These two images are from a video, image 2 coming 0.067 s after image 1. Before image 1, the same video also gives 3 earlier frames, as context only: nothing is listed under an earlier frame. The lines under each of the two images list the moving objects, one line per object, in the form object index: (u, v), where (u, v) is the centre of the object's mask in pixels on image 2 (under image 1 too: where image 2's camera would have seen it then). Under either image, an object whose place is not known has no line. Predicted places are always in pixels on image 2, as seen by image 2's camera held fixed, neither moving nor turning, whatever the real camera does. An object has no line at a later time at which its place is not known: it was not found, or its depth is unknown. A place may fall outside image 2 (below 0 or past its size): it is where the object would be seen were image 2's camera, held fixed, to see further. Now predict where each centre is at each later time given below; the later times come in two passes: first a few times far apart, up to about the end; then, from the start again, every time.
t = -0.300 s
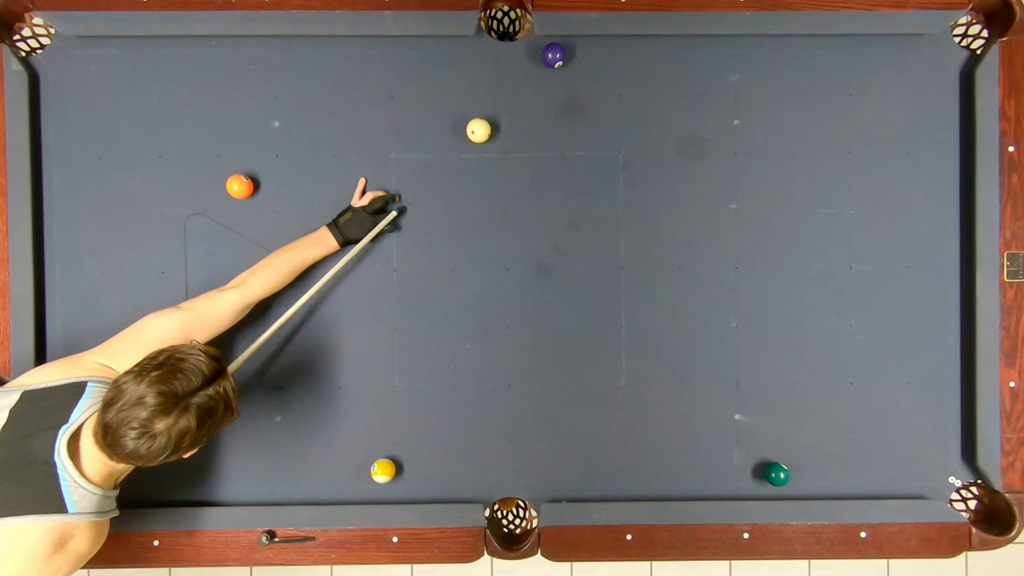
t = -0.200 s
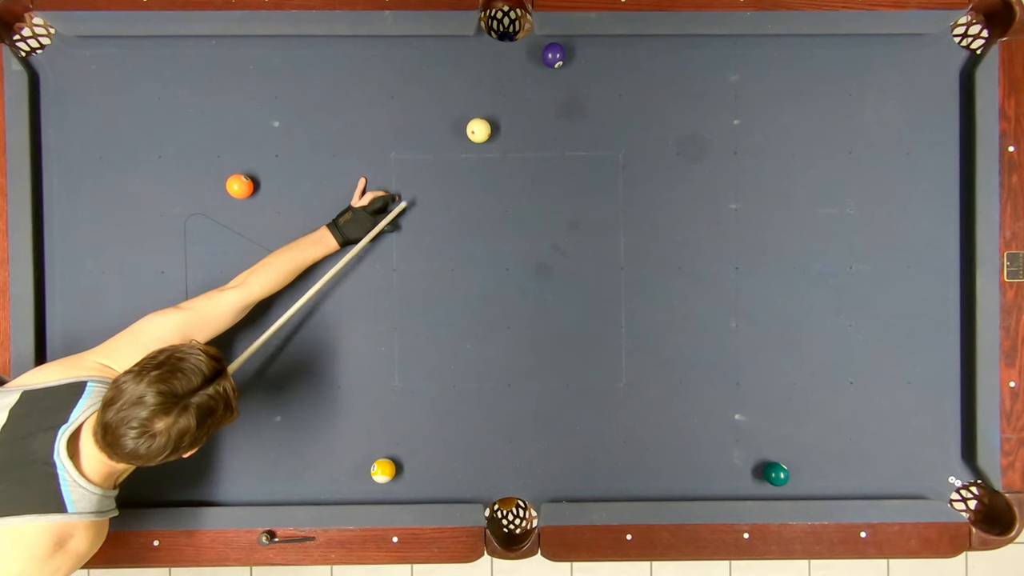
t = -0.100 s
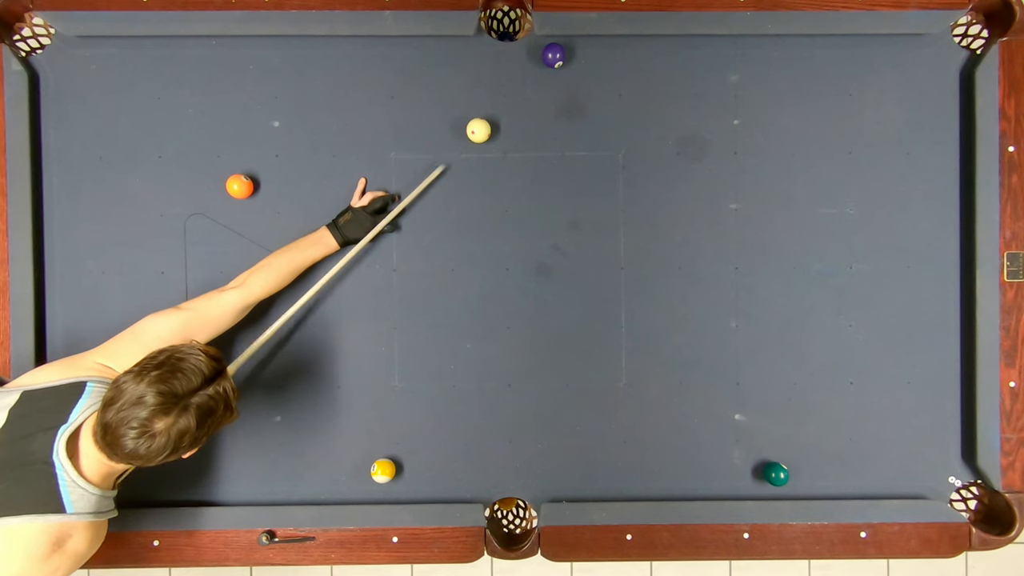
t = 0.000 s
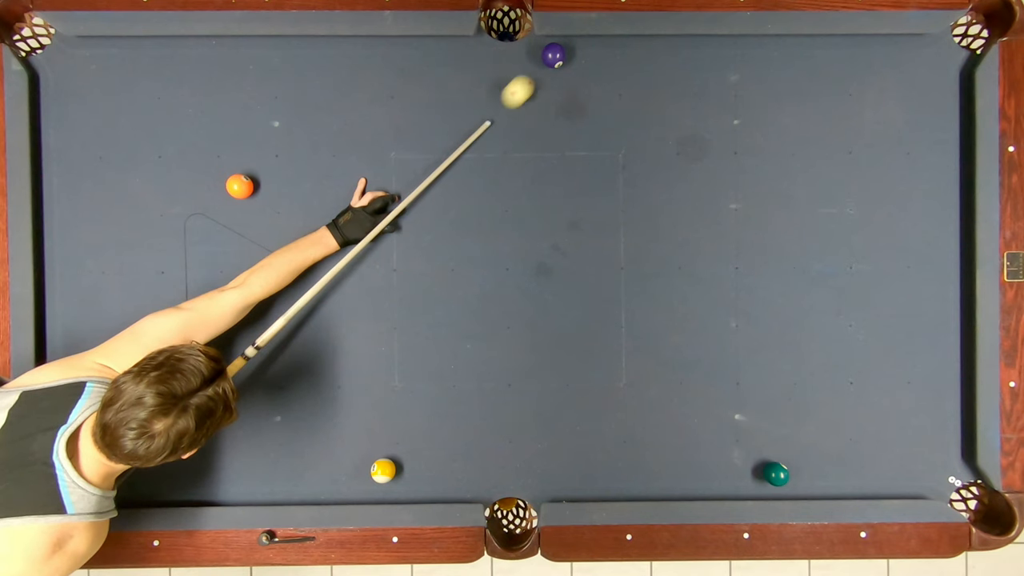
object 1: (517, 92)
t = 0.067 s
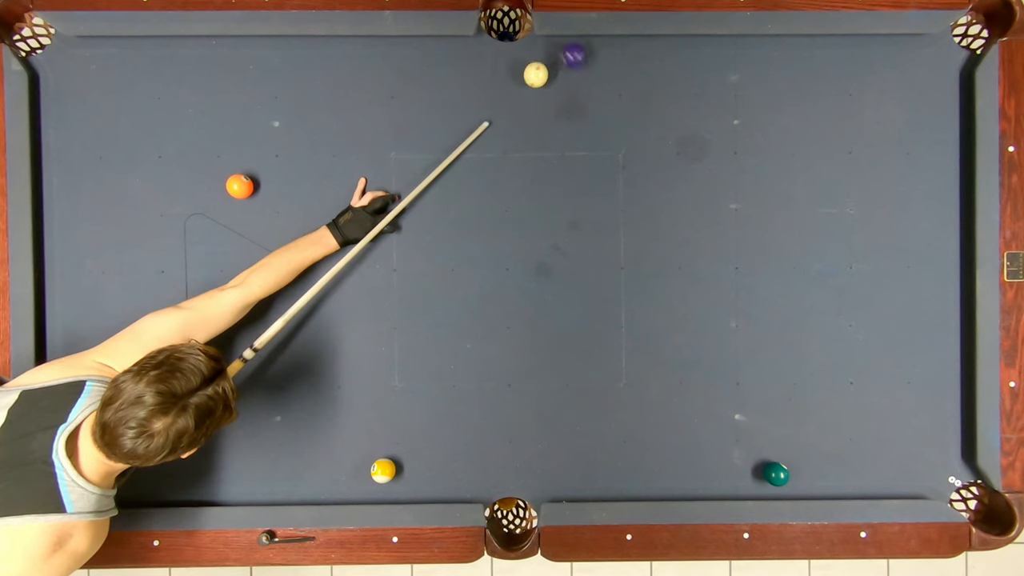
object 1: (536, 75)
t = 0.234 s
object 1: (525, 89)
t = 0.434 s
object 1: (513, 106)
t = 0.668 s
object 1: (500, 124)
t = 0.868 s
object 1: (491, 139)
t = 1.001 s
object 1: (485, 148)
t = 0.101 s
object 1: (534, 77)
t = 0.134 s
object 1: (532, 80)
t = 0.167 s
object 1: (529, 83)
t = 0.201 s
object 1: (527, 86)
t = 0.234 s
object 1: (525, 89)
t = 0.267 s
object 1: (523, 92)
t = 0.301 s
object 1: (521, 95)
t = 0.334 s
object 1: (519, 98)
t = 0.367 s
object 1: (517, 101)
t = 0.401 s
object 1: (515, 103)
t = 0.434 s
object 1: (513, 106)
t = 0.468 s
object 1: (511, 109)
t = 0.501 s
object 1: (509, 111)
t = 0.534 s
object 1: (507, 114)
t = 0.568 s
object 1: (505, 117)
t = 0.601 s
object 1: (504, 119)
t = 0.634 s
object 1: (502, 122)
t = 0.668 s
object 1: (500, 124)
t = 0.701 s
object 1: (499, 127)
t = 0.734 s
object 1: (497, 129)
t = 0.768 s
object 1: (496, 132)
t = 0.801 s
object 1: (494, 134)
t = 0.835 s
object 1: (492, 136)
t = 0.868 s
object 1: (491, 139)
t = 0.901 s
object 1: (489, 141)
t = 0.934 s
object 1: (488, 143)
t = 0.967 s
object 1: (486, 145)
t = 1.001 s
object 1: (485, 148)
